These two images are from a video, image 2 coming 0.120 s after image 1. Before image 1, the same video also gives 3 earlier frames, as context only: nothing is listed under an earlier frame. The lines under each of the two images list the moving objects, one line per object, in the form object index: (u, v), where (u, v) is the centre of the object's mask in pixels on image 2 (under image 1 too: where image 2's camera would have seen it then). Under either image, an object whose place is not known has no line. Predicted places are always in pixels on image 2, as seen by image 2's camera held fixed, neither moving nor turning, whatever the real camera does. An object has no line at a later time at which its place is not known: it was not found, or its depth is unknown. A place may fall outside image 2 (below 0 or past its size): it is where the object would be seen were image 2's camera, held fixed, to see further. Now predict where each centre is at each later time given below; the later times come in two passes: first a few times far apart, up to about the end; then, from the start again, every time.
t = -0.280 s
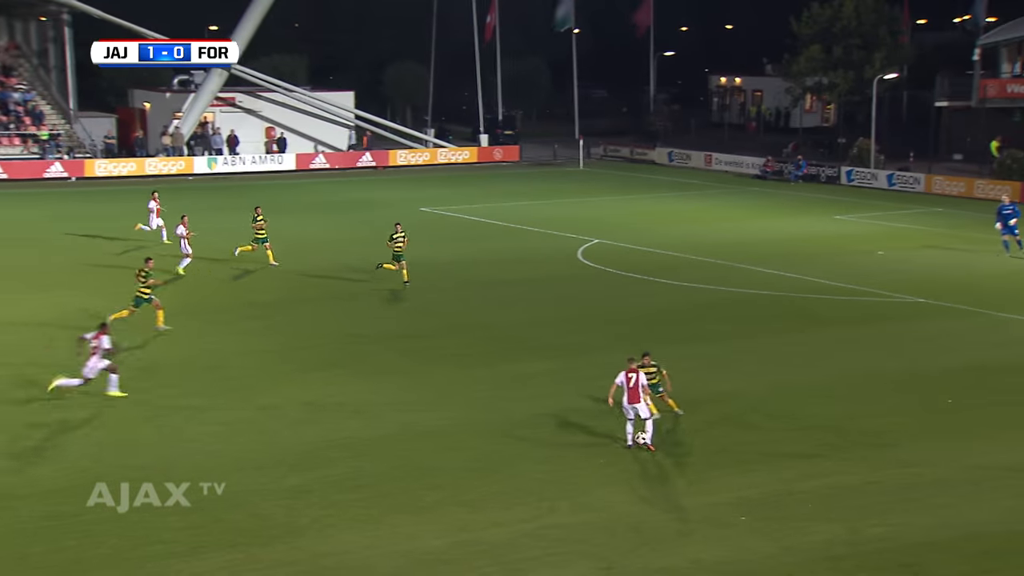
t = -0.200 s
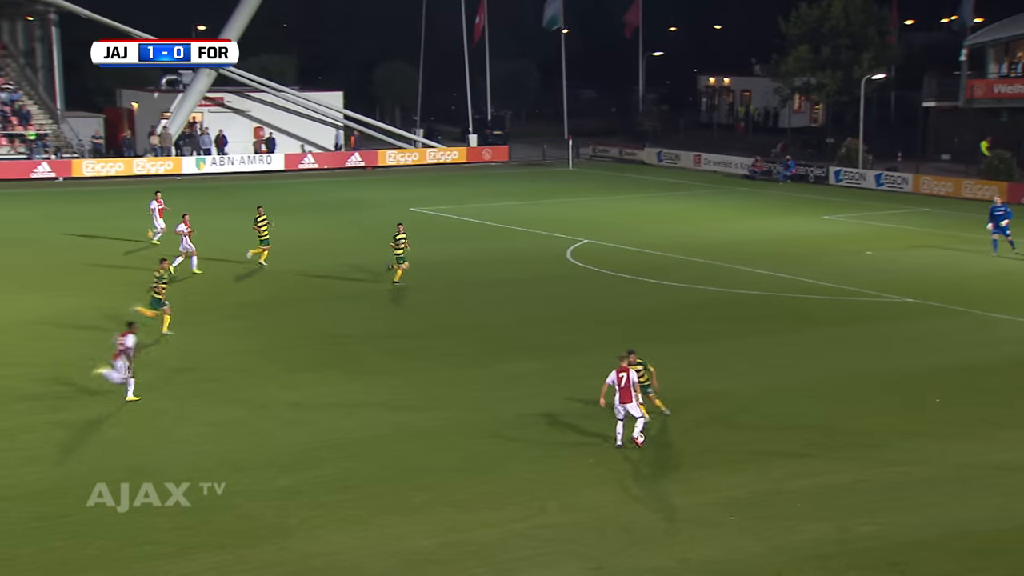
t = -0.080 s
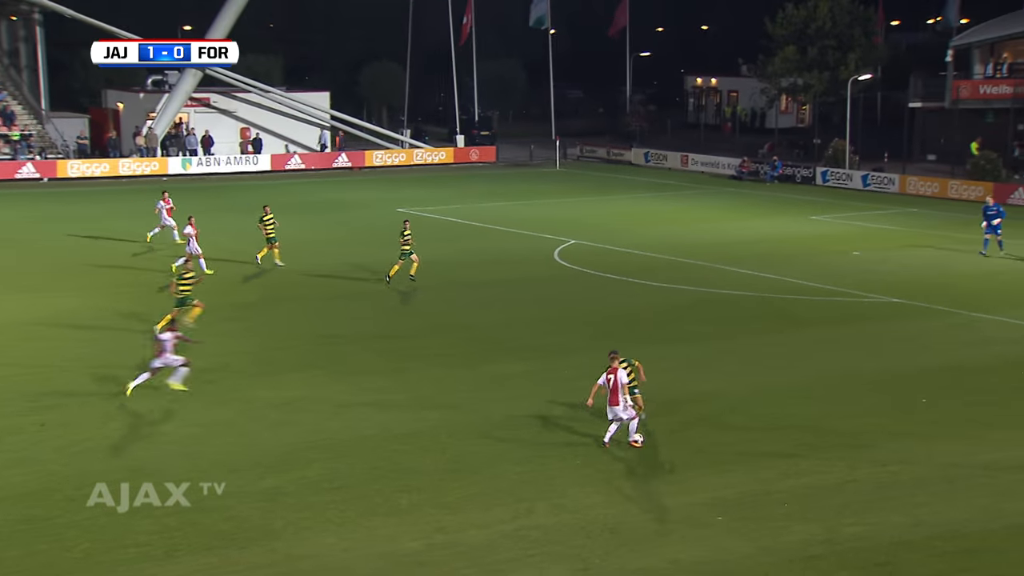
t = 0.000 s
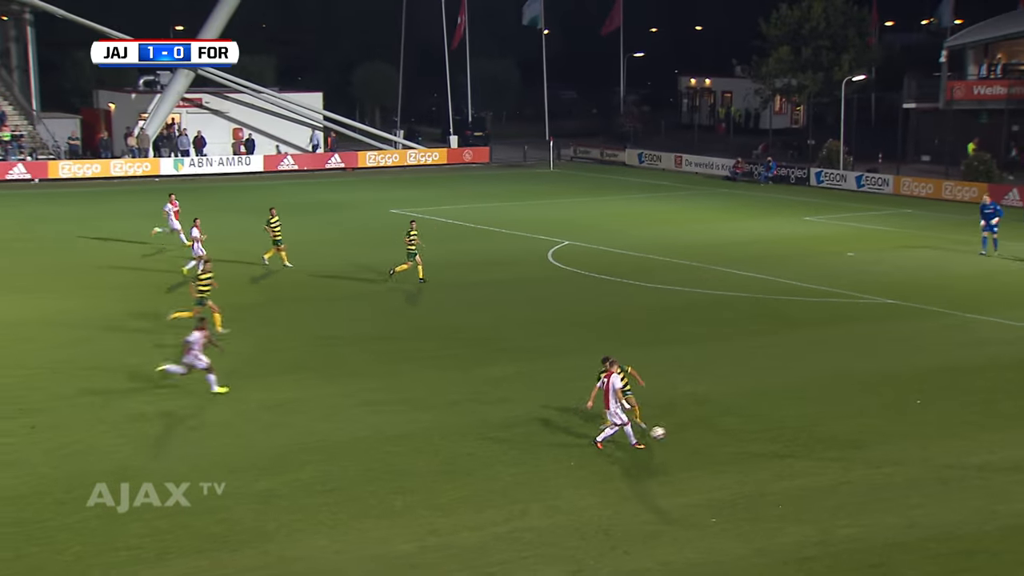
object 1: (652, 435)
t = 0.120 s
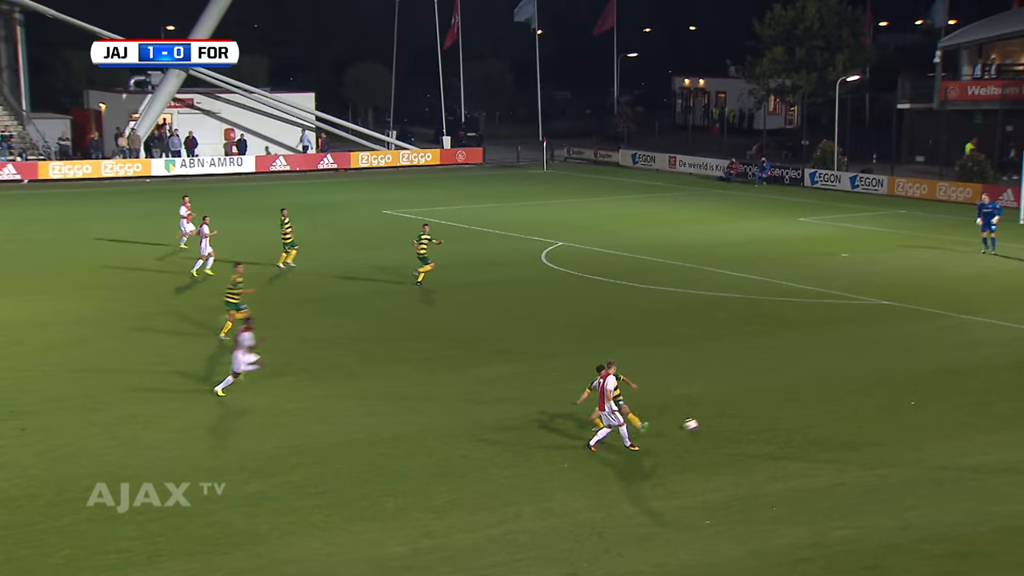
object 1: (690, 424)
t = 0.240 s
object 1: (725, 415)
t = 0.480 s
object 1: (782, 400)
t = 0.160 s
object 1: (702, 421)
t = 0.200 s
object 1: (714, 418)
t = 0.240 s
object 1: (725, 415)
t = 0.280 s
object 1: (736, 412)
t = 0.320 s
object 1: (746, 409)
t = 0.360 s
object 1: (756, 406)
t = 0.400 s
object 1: (765, 404)
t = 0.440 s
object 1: (774, 402)
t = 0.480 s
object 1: (782, 400)
